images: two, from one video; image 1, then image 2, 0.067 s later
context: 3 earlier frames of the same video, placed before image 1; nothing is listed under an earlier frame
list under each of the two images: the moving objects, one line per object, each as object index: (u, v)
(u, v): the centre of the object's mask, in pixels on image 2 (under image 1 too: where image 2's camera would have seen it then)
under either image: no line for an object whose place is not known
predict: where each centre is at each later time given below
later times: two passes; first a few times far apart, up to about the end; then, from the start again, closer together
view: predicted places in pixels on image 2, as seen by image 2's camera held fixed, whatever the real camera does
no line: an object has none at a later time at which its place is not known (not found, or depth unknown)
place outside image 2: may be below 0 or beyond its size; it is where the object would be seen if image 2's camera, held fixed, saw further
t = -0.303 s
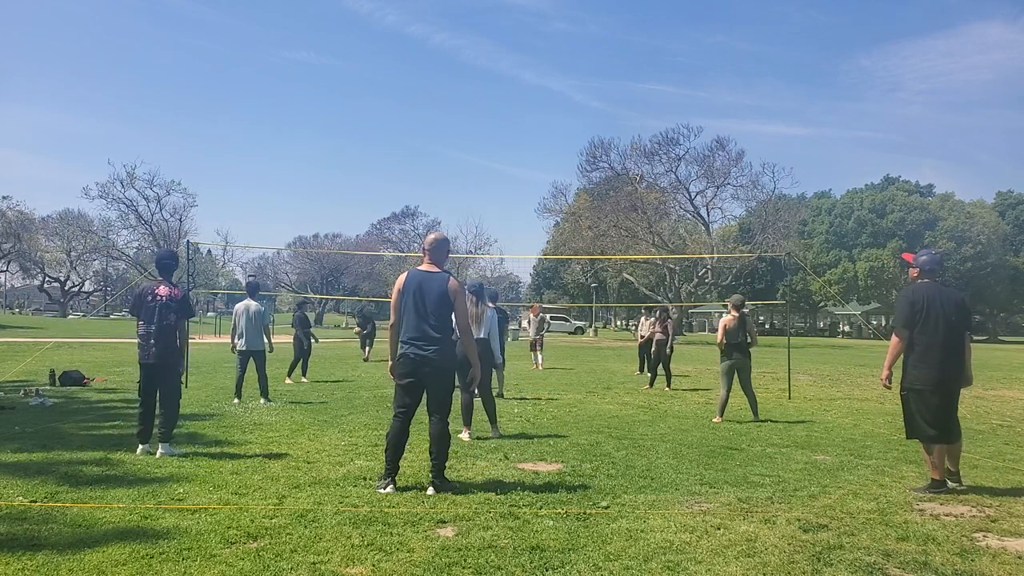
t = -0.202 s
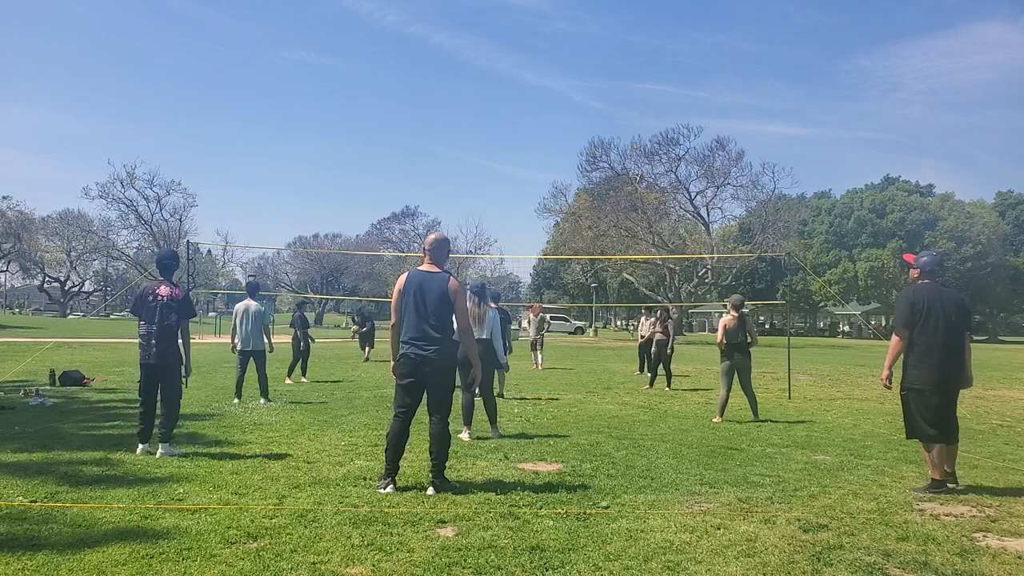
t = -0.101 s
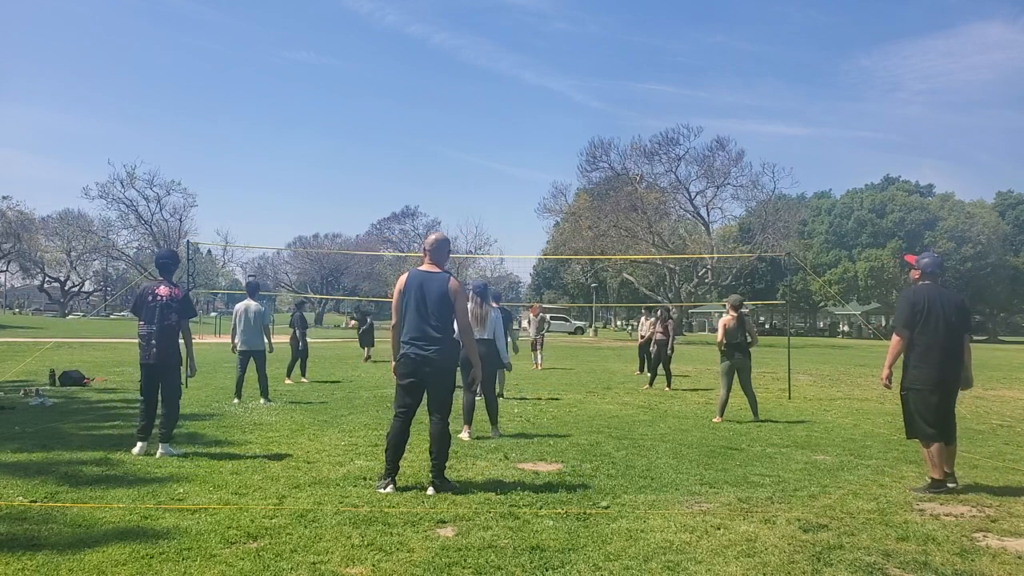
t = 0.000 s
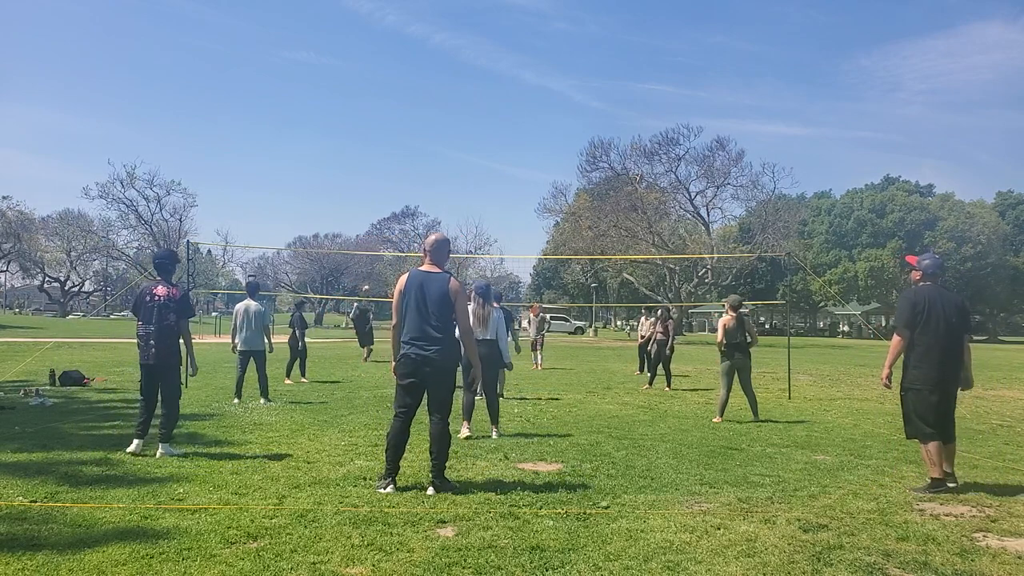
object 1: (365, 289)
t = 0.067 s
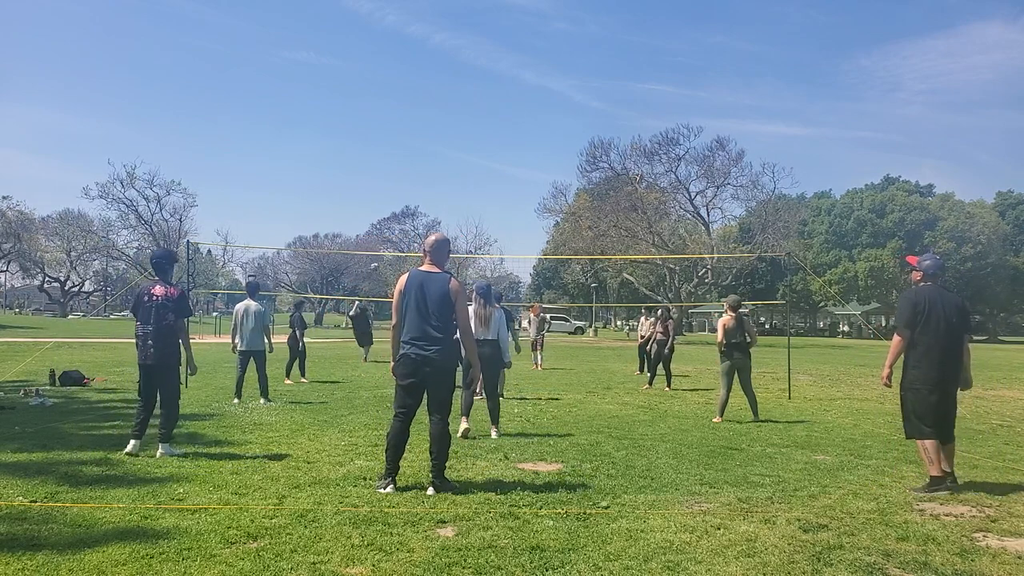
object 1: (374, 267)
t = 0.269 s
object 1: (402, 206)
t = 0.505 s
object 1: (438, 148)
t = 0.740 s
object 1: (480, 108)
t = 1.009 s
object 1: (538, 90)
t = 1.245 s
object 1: (596, 107)
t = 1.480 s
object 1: (665, 162)
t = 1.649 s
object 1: (723, 233)
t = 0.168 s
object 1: (388, 235)
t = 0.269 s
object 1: (402, 206)
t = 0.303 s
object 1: (406, 197)
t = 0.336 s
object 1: (411, 188)
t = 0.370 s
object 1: (417, 179)
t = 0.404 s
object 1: (422, 171)
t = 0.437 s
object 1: (427, 163)
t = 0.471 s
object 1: (433, 156)
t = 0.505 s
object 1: (438, 148)
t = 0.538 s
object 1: (443, 141)
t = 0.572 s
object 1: (450, 135)
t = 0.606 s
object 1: (455, 128)
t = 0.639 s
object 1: (461, 123)
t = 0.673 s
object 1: (467, 117)
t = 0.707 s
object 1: (474, 113)
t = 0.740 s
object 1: (480, 108)
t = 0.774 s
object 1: (487, 104)
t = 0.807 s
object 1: (494, 100)
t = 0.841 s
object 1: (501, 97)
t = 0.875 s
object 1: (508, 95)
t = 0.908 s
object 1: (515, 93)
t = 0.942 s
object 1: (522, 91)
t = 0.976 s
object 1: (530, 90)
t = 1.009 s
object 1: (538, 90)
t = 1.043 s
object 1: (546, 90)
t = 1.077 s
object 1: (553, 91)
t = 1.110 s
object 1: (562, 93)
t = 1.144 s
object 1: (570, 95)
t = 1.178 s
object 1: (578, 98)
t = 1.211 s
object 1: (587, 102)
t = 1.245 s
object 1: (596, 107)
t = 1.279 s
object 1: (606, 112)
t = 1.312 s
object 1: (615, 118)
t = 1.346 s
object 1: (624, 125)
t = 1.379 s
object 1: (634, 133)
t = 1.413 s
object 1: (644, 142)
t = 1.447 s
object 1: (655, 150)
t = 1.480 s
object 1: (665, 162)
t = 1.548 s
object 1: (686, 187)
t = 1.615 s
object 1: (711, 218)
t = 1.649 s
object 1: (723, 233)
